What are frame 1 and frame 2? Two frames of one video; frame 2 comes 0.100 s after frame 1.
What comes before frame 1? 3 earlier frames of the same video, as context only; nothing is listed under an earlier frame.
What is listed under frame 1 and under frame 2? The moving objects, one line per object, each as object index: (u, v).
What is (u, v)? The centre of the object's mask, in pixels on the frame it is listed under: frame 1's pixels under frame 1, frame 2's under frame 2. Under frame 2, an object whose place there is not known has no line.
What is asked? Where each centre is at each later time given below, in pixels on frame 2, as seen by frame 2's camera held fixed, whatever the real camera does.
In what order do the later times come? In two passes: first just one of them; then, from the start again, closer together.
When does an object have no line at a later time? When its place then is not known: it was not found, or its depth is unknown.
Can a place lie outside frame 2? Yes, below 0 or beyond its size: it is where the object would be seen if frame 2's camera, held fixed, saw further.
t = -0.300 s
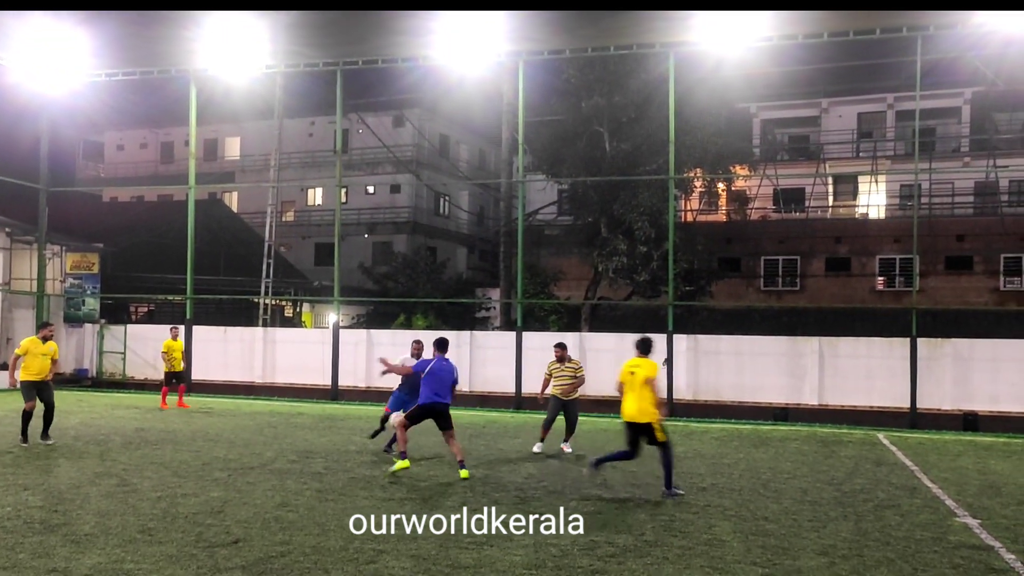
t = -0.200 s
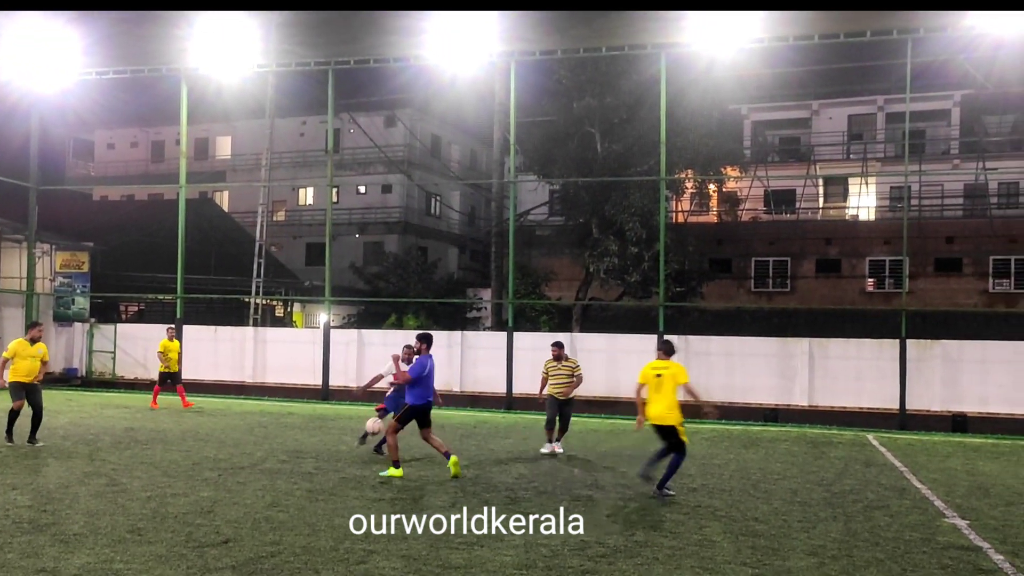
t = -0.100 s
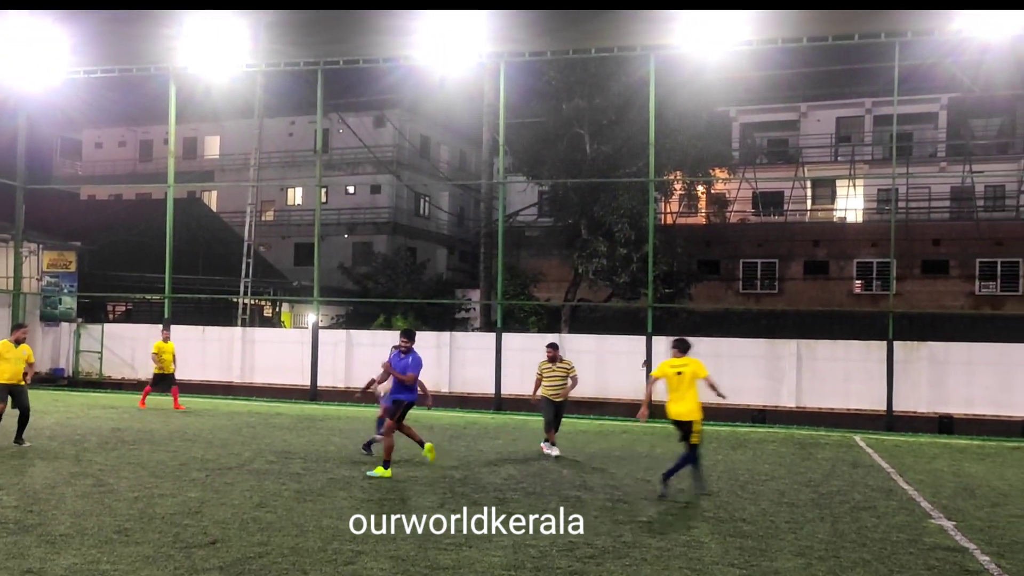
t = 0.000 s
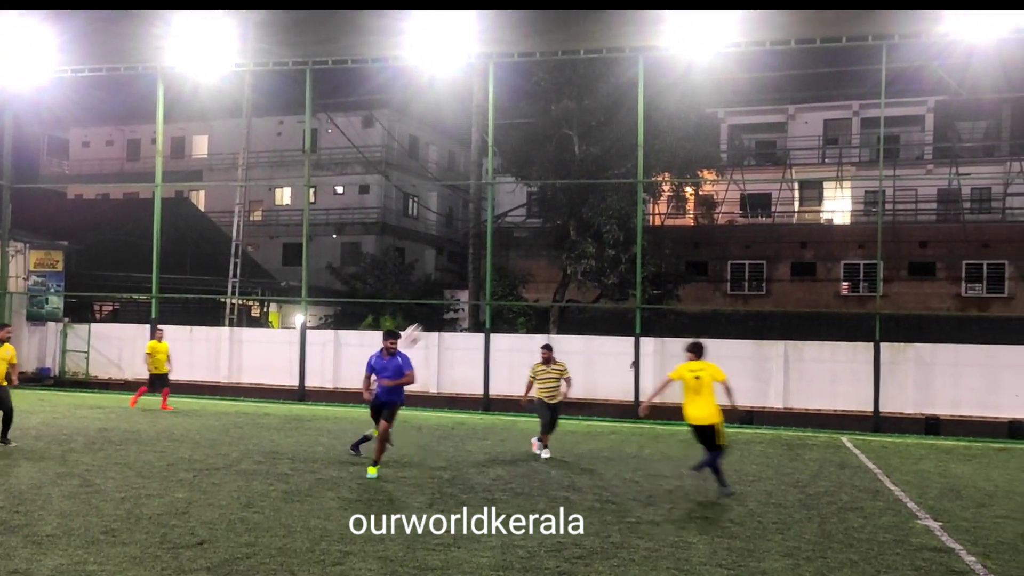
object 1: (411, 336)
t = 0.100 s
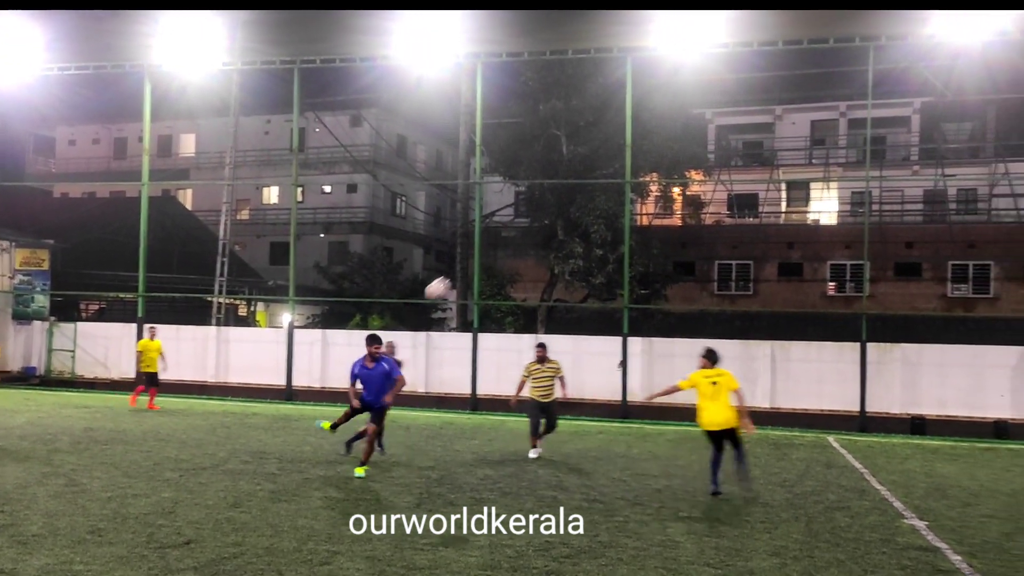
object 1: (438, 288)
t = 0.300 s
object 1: (524, 213)
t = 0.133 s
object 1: (451, 275)
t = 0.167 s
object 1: (465, 261)
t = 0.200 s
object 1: (480, 248)
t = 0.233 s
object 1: (495, 235)
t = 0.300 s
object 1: (524, 213)
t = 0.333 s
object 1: (540, 203)
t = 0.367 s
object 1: (555, 193)
